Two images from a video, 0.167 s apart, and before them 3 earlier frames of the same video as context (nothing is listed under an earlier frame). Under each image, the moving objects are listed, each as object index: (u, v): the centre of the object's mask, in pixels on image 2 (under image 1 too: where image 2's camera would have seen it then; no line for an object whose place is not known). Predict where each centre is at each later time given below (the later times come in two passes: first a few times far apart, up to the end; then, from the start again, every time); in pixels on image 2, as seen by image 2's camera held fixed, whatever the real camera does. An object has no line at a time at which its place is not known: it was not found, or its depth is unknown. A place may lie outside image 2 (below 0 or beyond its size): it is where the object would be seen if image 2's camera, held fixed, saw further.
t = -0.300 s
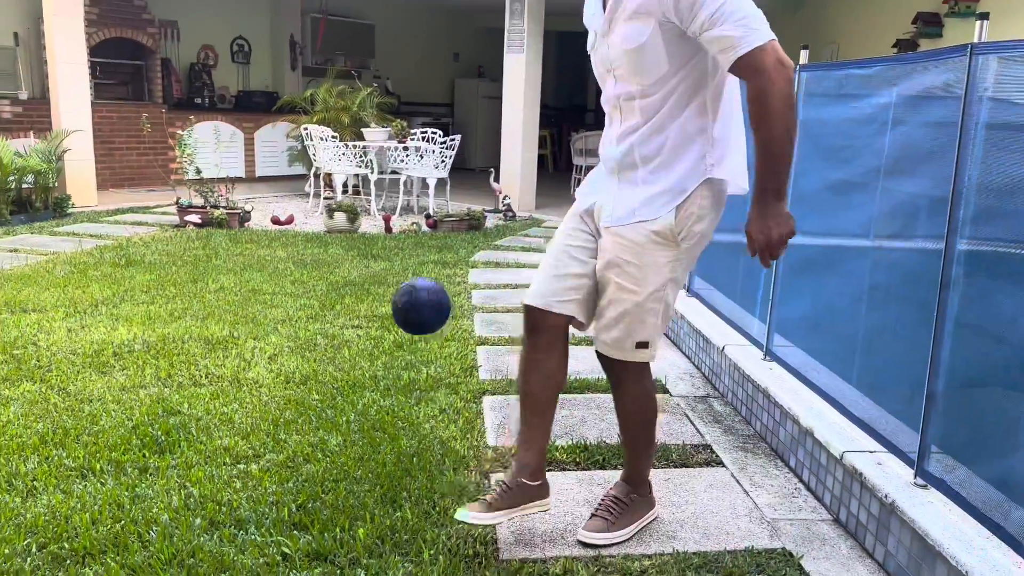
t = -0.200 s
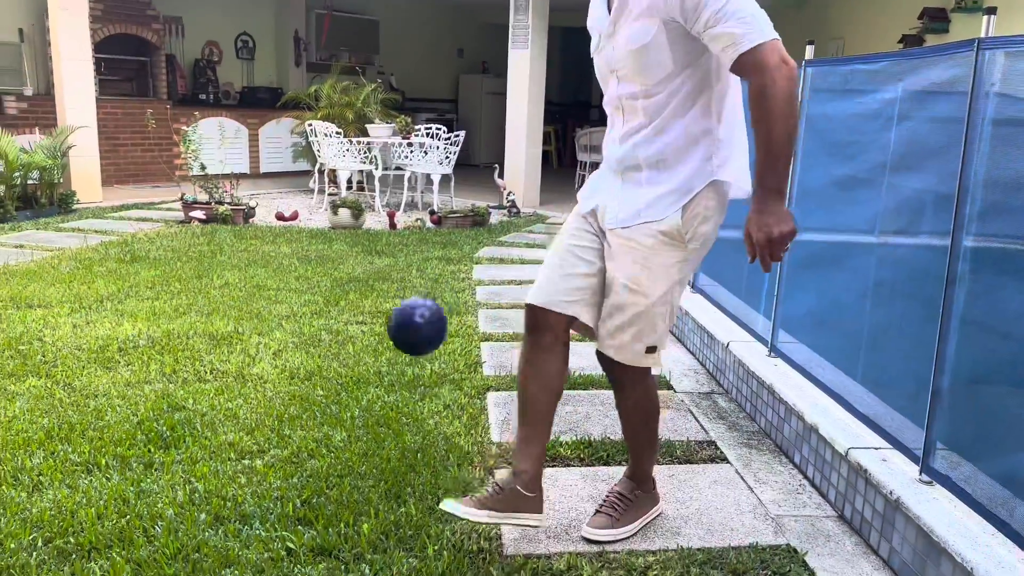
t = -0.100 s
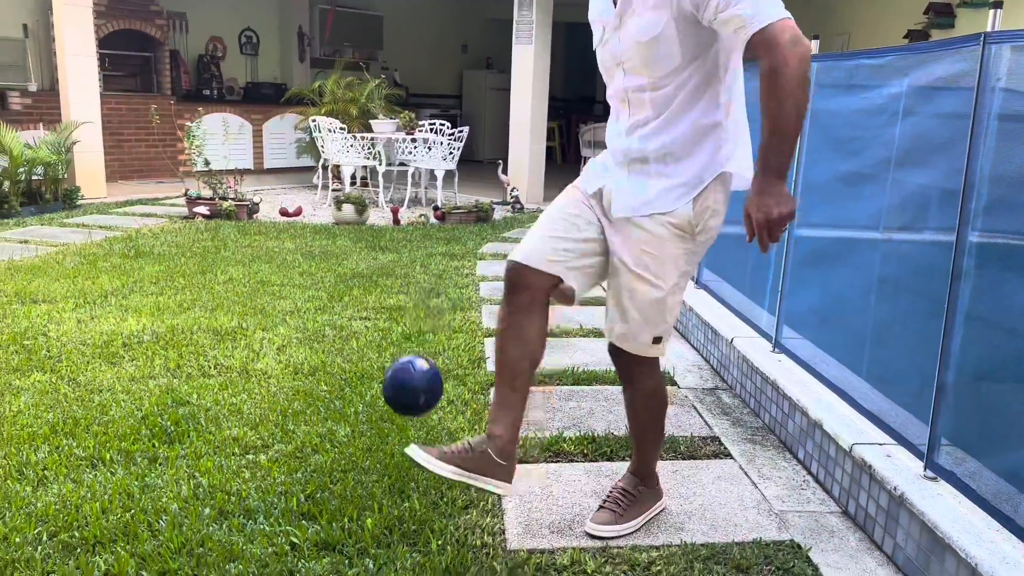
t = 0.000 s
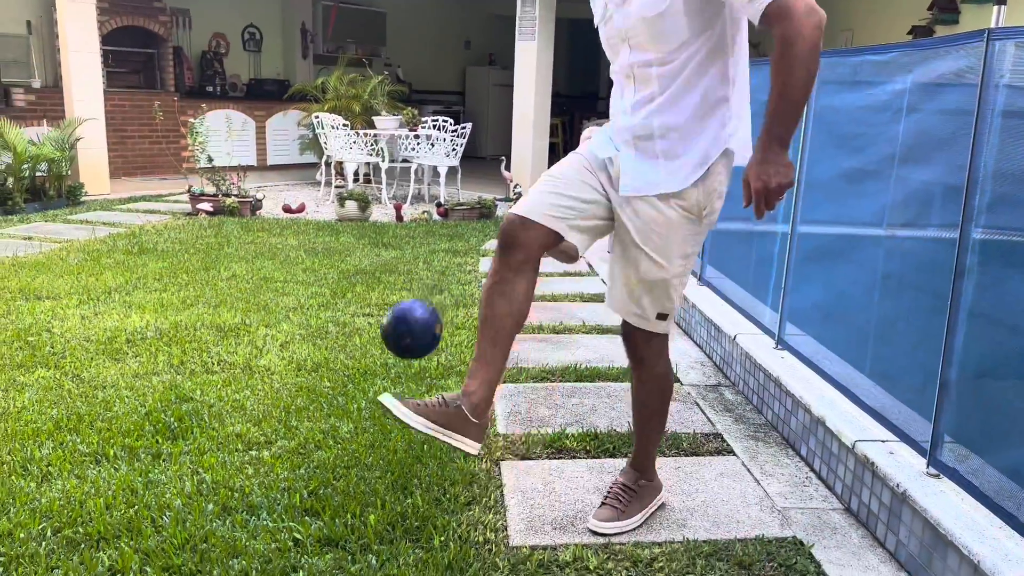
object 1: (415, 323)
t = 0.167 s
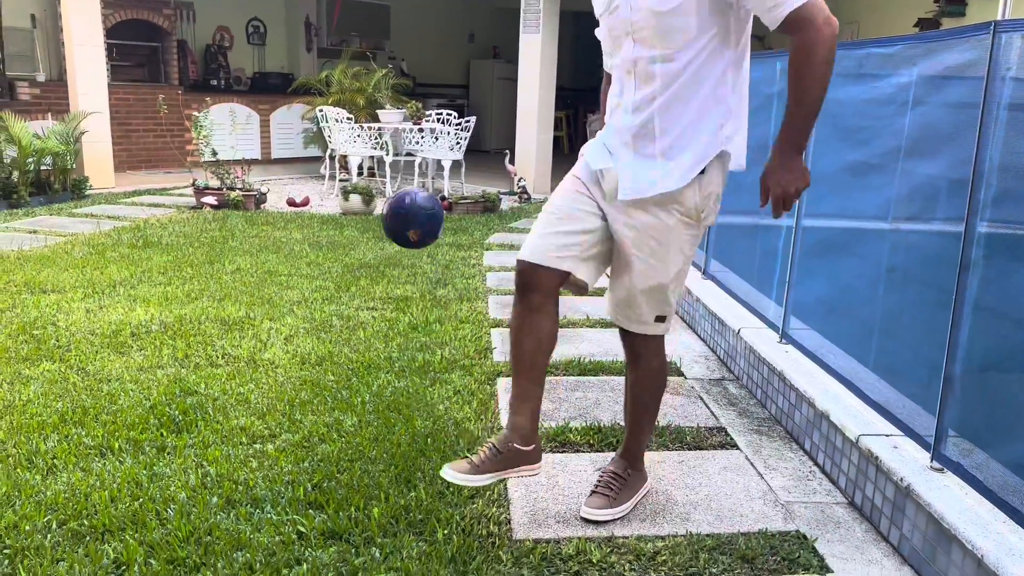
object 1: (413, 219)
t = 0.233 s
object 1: (411, 209)
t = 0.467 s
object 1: (406, 312)
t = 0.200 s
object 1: (412, 211)
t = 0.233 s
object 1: (411, 209)
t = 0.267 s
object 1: (411, 210)
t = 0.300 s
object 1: (410, 215)
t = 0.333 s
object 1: (410, 226)
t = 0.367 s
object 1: (408, 241)
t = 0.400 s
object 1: (407, 260)
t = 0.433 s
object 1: (407, 284)
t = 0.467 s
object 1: (406, 312)
